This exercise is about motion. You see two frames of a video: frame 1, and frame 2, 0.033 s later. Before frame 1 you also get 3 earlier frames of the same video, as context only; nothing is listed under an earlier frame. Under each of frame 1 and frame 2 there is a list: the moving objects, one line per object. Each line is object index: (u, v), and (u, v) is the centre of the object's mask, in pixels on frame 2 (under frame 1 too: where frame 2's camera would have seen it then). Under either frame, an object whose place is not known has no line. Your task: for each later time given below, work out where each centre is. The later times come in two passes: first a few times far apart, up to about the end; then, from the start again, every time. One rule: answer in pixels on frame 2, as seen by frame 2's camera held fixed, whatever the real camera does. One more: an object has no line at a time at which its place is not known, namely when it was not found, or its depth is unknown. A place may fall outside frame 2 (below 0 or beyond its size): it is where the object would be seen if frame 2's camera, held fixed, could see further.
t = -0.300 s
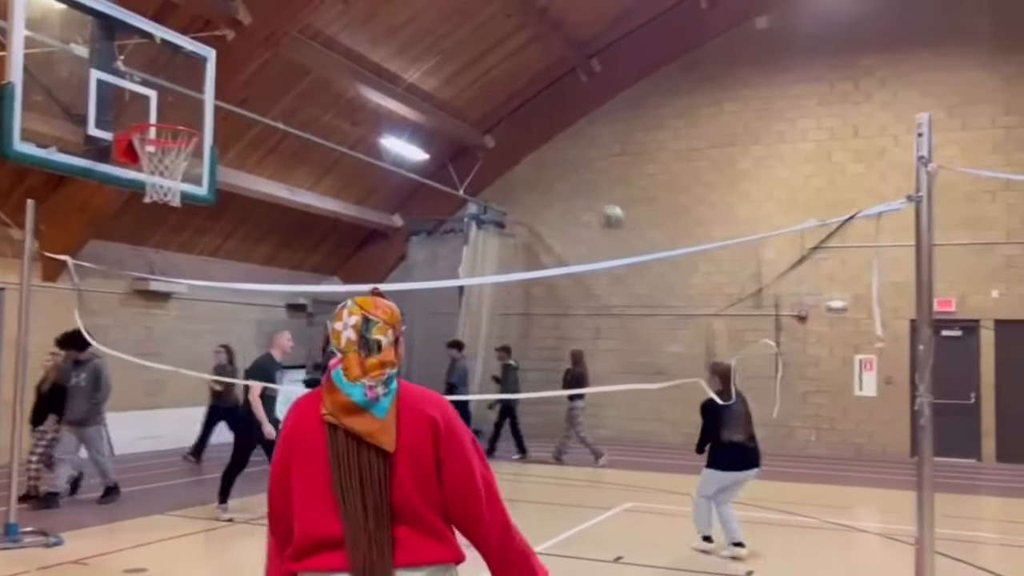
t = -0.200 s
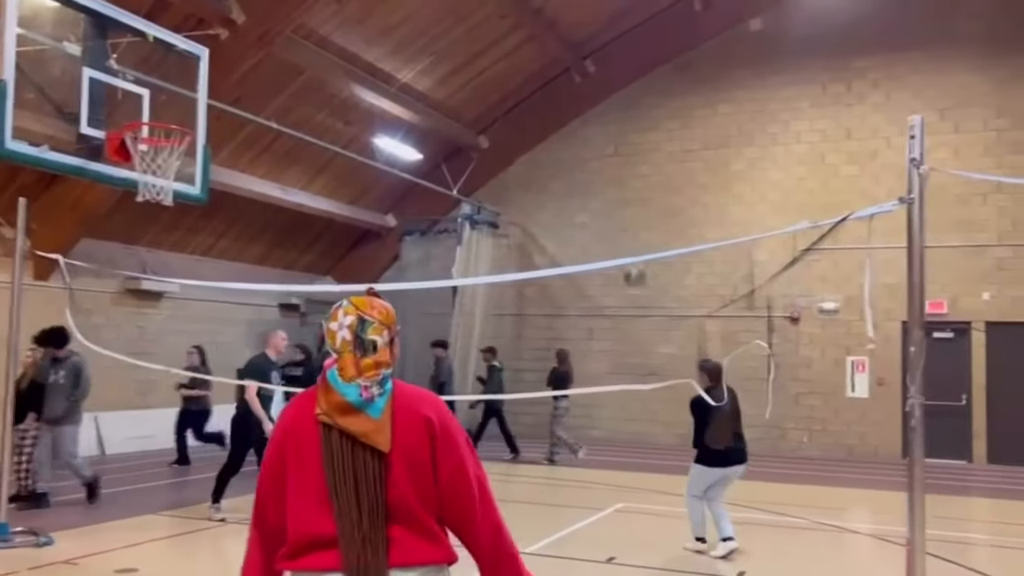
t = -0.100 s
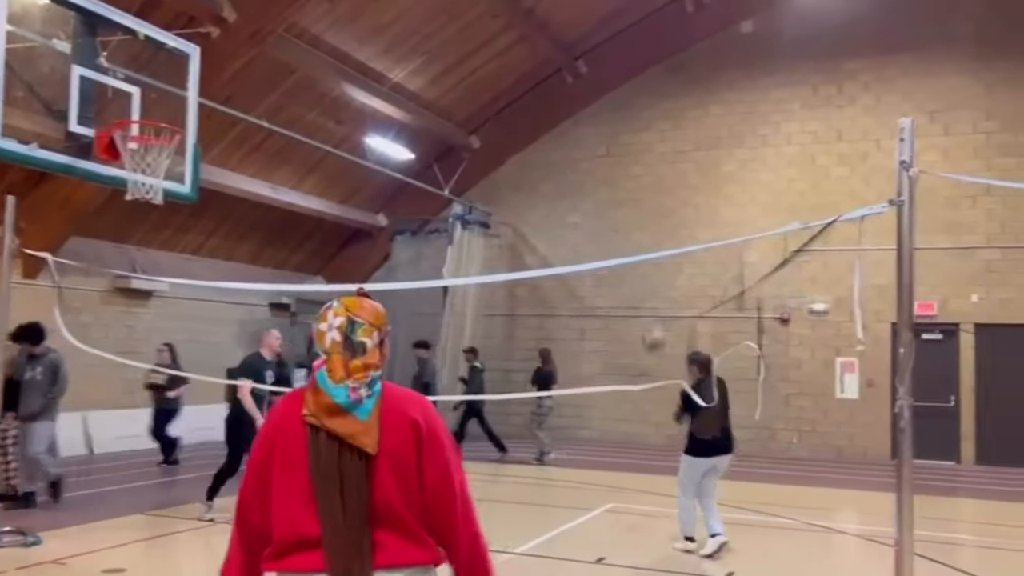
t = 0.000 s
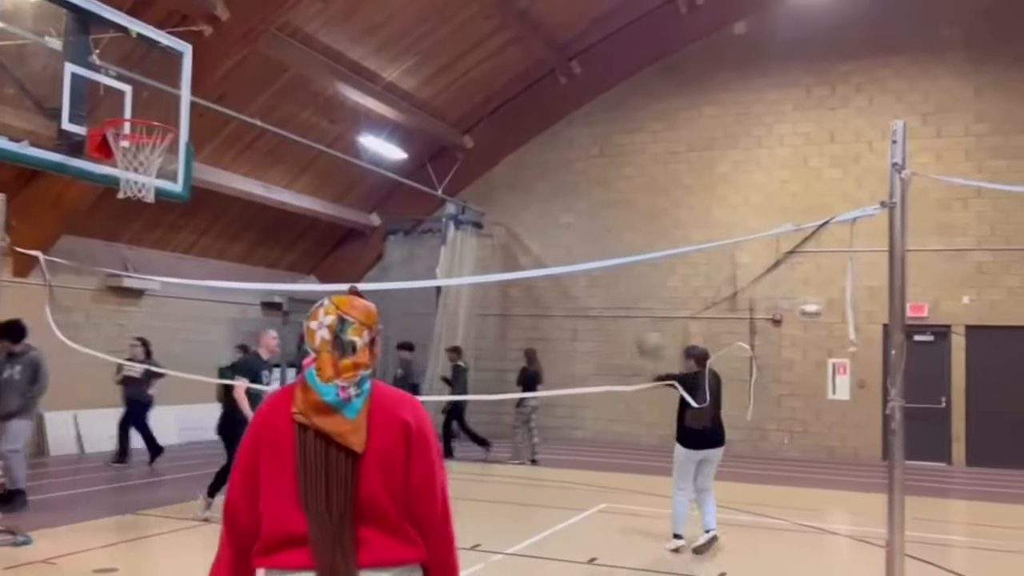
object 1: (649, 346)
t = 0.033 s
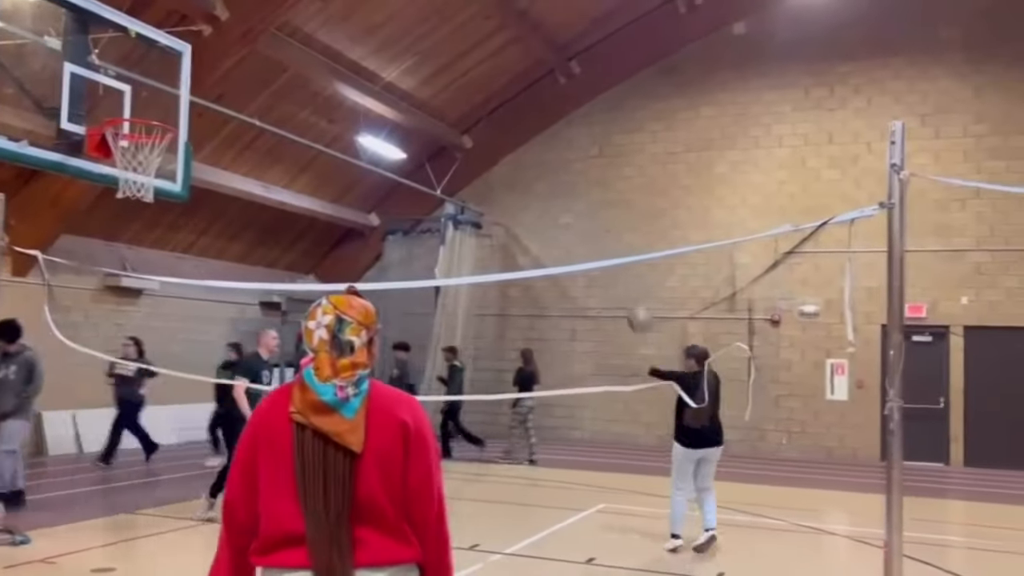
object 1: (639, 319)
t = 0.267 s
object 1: (577, 172)
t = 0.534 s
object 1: (506, 88)
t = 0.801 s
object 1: (436, 83)
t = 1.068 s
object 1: (367, 156)
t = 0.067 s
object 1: (628, 294)
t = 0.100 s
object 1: (620, 273)
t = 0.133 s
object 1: (610, 246)
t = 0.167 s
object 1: (603, 228)
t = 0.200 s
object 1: (594, 208)
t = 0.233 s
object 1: (586, 190)
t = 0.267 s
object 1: (577, 172)
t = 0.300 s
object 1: (569, 156)
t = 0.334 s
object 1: (560, 141)
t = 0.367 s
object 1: (550, 130)
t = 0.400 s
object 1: (540, 120)
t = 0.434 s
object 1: (532, 111)
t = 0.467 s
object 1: (523, 102)
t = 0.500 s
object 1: (514, 95)
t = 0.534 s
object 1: (506, 88)
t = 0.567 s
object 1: (497, 83)
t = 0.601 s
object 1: (489, 79)
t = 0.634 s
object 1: (480, 76)
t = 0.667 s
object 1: (471, 76)
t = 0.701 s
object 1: (463, 76)
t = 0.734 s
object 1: (454, 76)
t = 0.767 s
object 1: (445, 79)
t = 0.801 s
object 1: (436, 83)
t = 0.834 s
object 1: (428, 88)
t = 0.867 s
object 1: (419, 94)
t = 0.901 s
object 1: (410, 102)
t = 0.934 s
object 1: (402, 109)
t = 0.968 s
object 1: (396, 119)
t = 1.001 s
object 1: (386, 130)
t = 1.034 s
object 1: (370, 142)
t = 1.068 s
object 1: (367, 156)
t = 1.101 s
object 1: (359, 172)
